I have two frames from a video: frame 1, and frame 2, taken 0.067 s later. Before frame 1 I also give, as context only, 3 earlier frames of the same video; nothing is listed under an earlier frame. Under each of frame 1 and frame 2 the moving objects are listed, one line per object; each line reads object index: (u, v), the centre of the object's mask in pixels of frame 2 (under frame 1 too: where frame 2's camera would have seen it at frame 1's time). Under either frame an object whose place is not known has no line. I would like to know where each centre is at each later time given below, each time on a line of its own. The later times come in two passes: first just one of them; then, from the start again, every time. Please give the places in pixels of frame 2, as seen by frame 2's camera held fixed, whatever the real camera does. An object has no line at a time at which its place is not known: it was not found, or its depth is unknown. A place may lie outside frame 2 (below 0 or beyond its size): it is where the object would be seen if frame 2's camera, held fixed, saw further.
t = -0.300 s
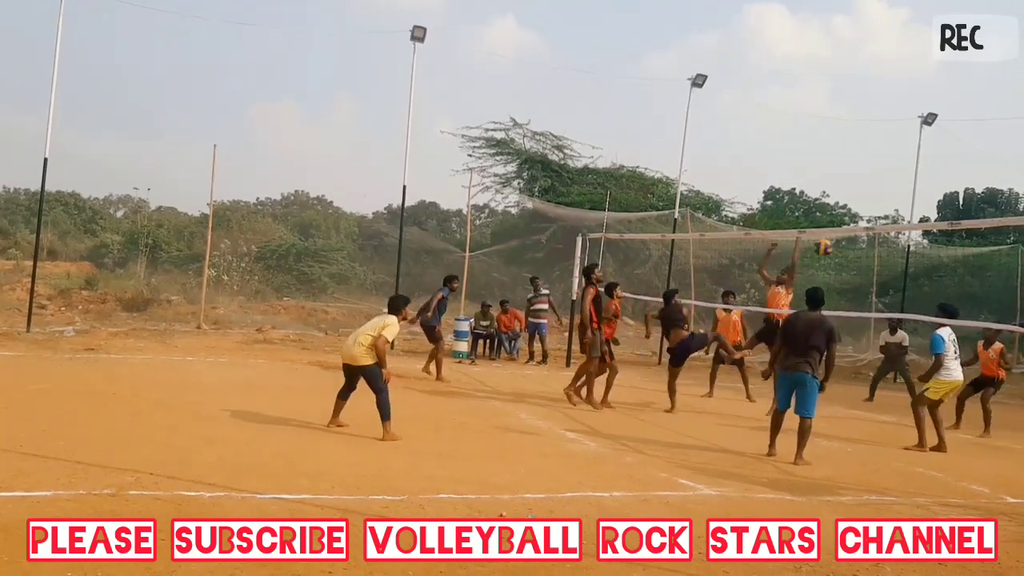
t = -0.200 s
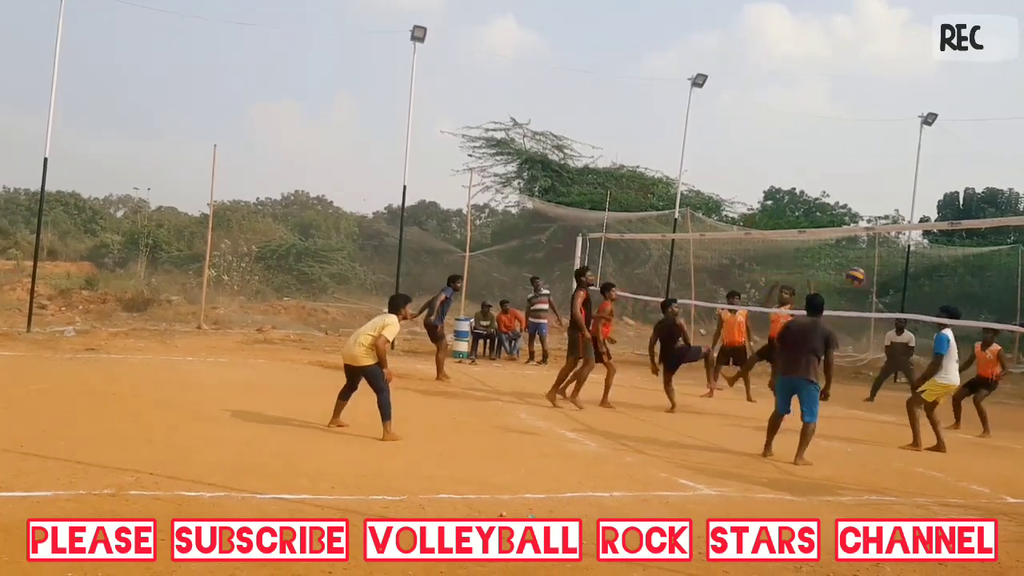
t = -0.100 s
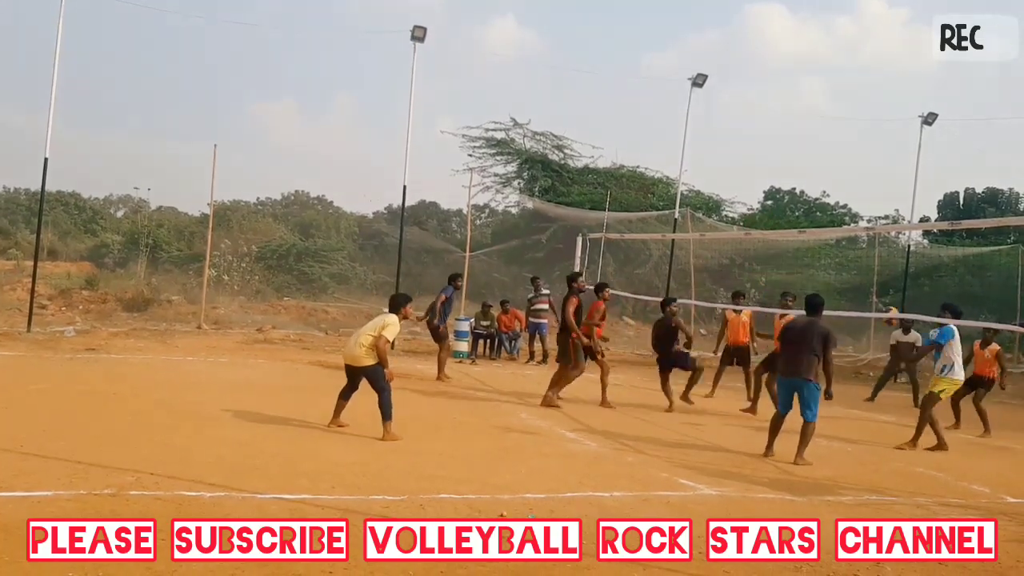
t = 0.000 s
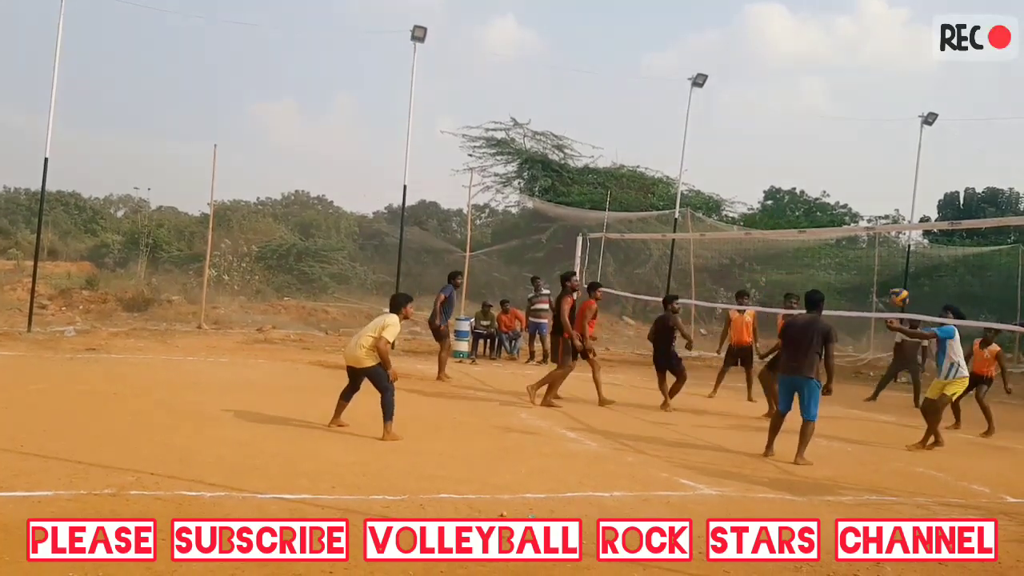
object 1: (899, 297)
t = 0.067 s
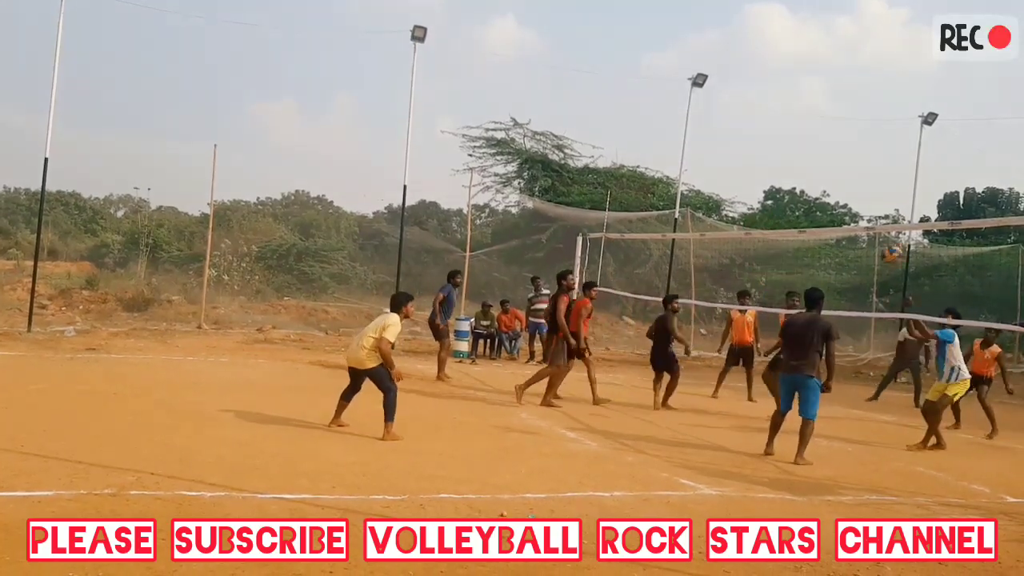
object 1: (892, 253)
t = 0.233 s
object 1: (891, 219)
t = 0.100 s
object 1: (888, 237)
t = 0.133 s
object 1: (885, 228)
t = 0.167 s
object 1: (887, 221)
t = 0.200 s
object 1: (887, 221)
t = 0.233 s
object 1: (891, 219)
